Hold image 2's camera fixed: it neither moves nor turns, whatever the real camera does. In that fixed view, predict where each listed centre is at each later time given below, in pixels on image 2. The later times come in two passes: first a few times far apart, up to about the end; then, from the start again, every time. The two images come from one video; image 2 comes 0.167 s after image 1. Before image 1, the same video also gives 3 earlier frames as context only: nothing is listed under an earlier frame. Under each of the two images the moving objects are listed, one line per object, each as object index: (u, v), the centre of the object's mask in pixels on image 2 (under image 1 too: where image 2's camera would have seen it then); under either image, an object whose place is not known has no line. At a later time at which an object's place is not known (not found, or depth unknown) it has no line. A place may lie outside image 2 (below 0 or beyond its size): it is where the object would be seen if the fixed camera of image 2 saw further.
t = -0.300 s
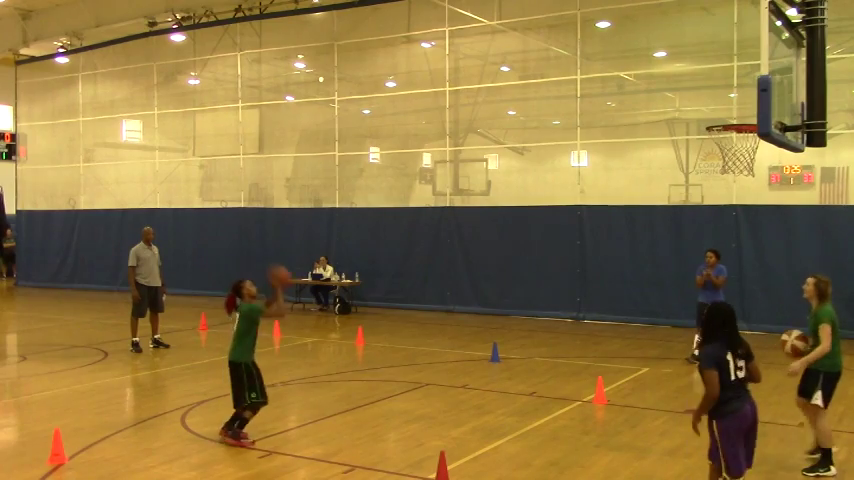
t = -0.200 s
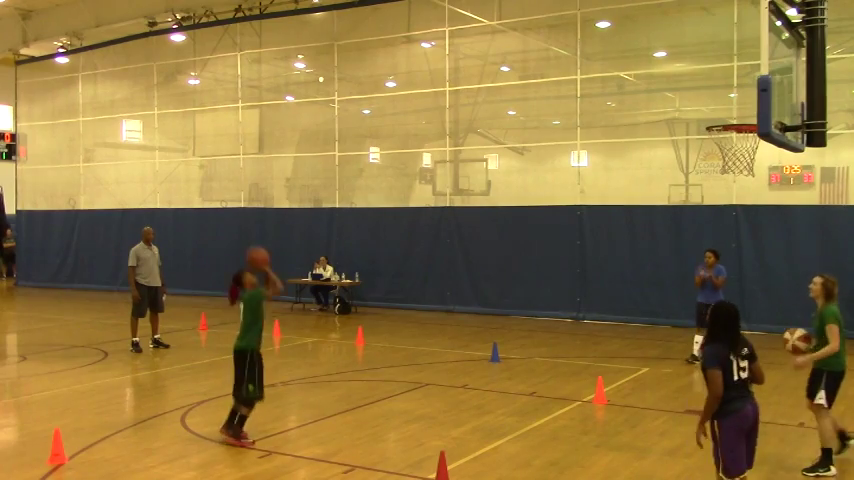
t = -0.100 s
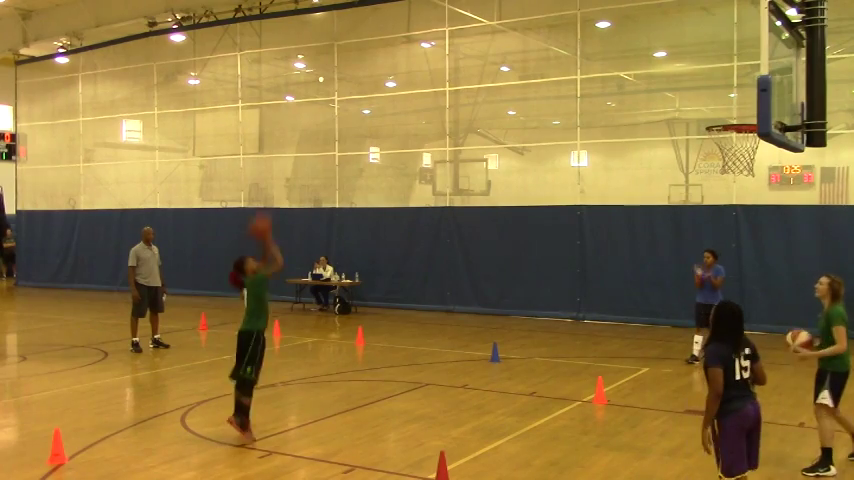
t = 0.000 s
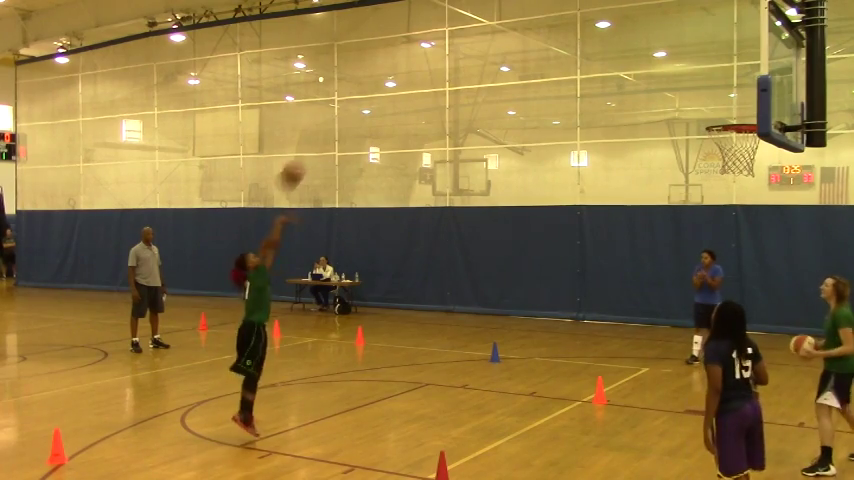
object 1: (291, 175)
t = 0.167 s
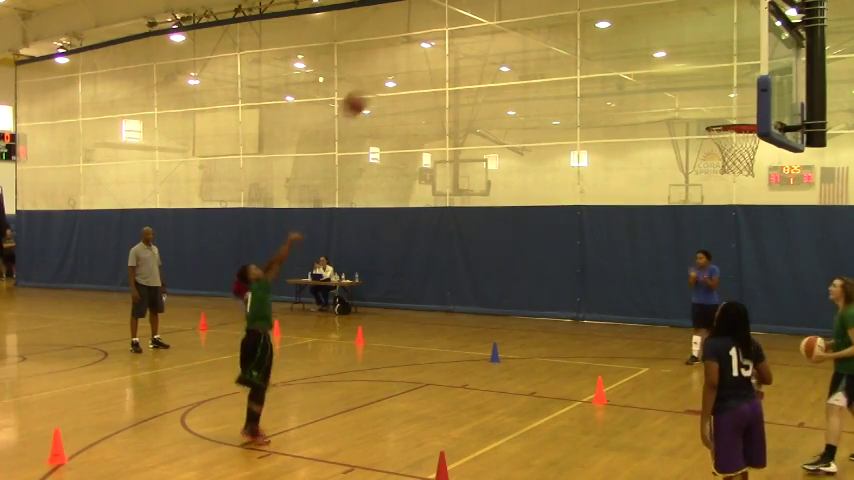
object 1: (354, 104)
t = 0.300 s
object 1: (405, 65)
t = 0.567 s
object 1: (513, 38)
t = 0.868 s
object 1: (640, 96)
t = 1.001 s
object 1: (696, 152)
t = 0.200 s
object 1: (367, 91)
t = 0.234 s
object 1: (378, 82)
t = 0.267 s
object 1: (393, 72)
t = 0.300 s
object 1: (405, 65)
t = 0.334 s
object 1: (419, 58)
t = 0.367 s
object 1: (431, 52)
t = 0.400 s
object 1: (446, 46)
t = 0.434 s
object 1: (459, 42)
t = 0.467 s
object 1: (472, 40)
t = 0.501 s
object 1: (486, 37)
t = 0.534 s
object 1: (499, 37)
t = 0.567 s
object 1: (513, 38)
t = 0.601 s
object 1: (526, 39)
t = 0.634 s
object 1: (541, 42)
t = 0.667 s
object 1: (555, 46)
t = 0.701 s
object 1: (568, 51)
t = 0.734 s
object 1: (582, 57)
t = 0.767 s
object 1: (595, 64)
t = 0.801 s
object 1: (610, 74)
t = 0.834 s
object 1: (625, 85)
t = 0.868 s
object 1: (640, 96)
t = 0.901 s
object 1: (654, 109)
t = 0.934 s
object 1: (667, 122)
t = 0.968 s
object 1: (681, 136)
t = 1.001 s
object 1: (696, 152)
